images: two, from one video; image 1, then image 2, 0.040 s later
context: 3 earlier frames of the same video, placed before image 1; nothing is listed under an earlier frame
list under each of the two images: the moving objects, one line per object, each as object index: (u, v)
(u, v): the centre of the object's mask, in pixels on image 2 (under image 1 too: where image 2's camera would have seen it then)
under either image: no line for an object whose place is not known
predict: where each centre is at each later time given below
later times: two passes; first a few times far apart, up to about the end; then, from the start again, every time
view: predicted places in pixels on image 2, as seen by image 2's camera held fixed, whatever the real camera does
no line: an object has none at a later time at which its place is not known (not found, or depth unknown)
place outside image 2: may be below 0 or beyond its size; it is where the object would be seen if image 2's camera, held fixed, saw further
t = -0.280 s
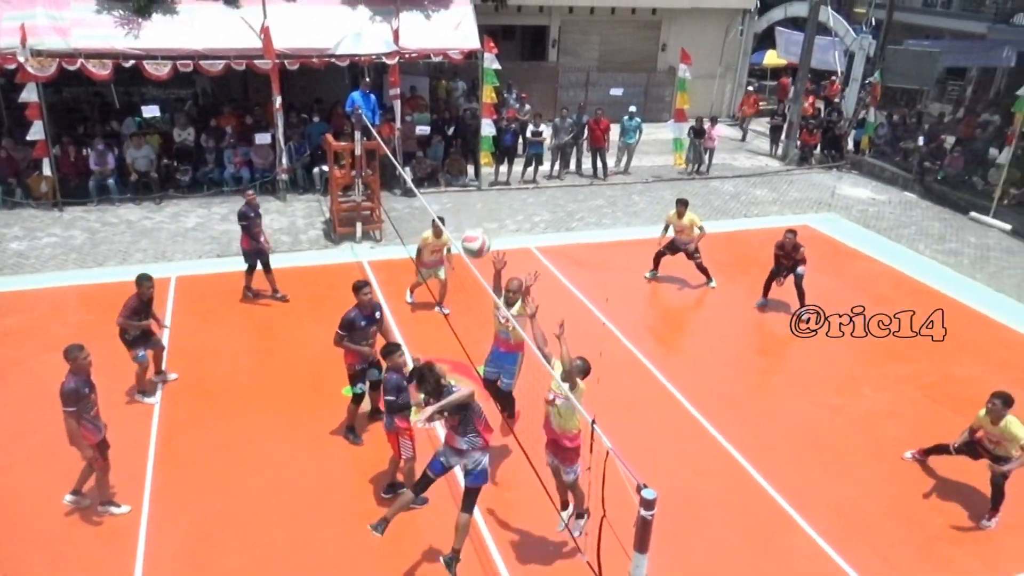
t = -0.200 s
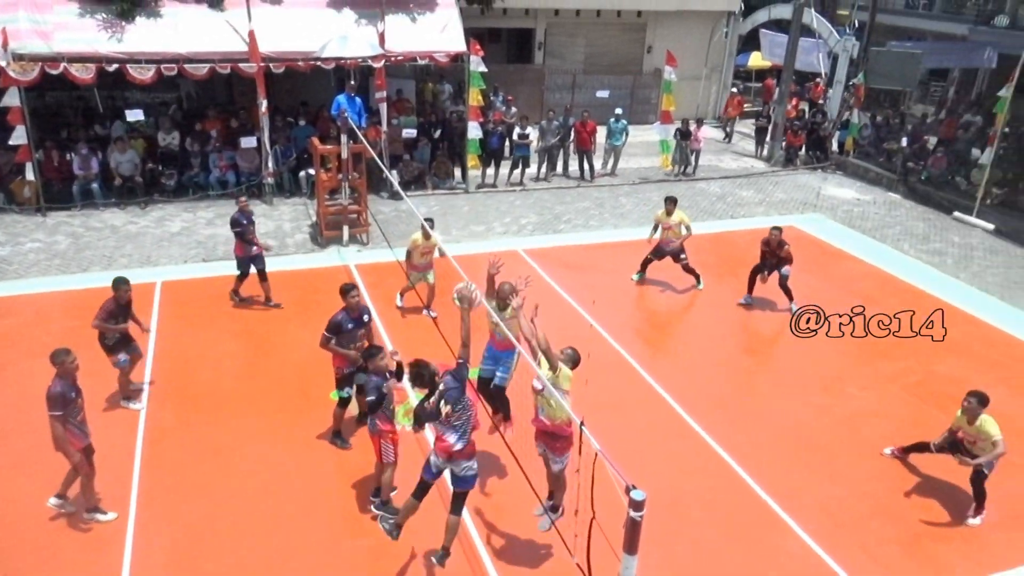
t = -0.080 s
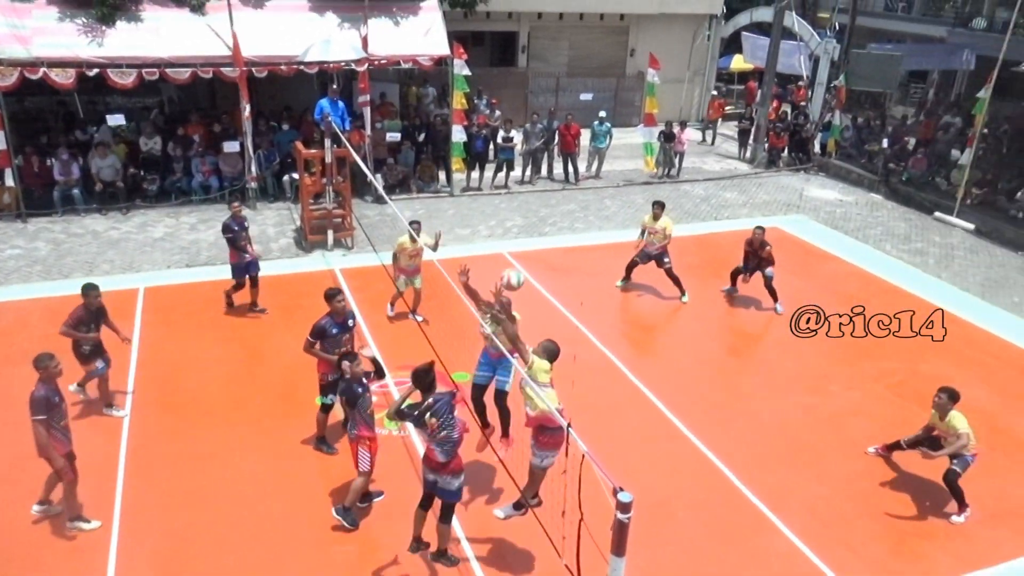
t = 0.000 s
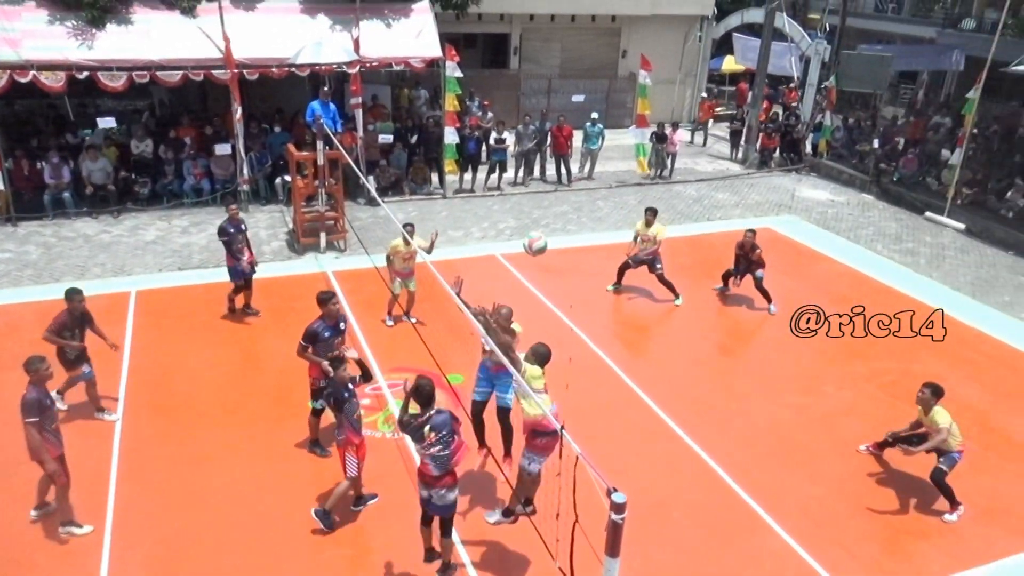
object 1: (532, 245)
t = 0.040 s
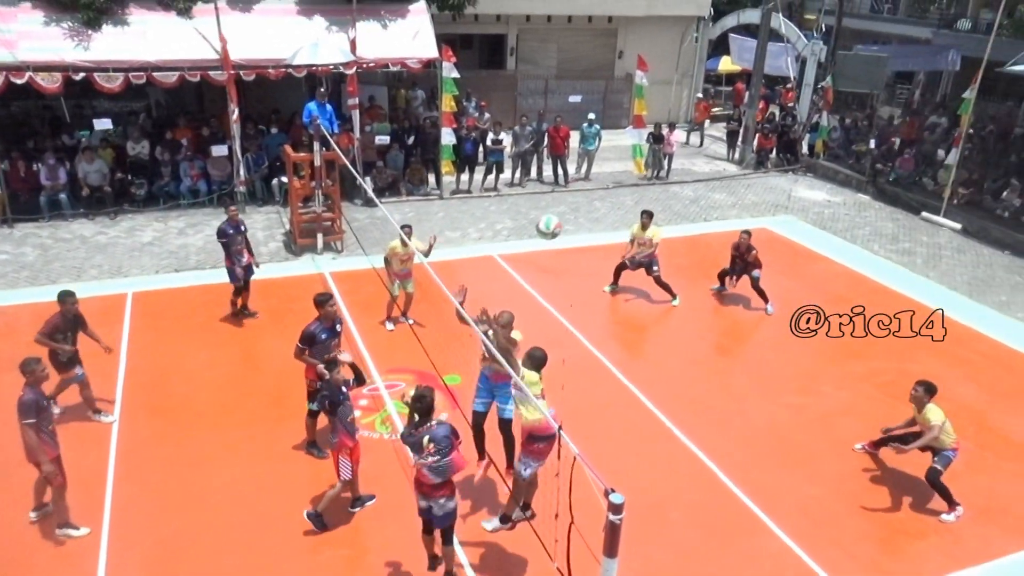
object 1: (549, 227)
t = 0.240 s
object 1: (640, 159)
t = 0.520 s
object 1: (795, 137)
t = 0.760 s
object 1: (935, 216)
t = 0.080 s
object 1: (565, 211)
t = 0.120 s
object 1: (582, 195)
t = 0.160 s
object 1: (602, 182)
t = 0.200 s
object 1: (620, 169)
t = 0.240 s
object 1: (640, 159)
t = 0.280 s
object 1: (660, 149)
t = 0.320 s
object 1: (682, 141)
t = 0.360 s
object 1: (703, 135)
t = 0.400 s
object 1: (725, 133)
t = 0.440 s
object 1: (748, 132)
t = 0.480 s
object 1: (771, 133)
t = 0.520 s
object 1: (795, 137)
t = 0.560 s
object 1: (818, 143)
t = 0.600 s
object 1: (842, 153)
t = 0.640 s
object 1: (865, 164)
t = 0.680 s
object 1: (889, 179)
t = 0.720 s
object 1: (912, 196)
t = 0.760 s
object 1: (935, 216)
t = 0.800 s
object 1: (957, 239)
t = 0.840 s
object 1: (979, 264)
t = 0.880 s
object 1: (999, 292)
